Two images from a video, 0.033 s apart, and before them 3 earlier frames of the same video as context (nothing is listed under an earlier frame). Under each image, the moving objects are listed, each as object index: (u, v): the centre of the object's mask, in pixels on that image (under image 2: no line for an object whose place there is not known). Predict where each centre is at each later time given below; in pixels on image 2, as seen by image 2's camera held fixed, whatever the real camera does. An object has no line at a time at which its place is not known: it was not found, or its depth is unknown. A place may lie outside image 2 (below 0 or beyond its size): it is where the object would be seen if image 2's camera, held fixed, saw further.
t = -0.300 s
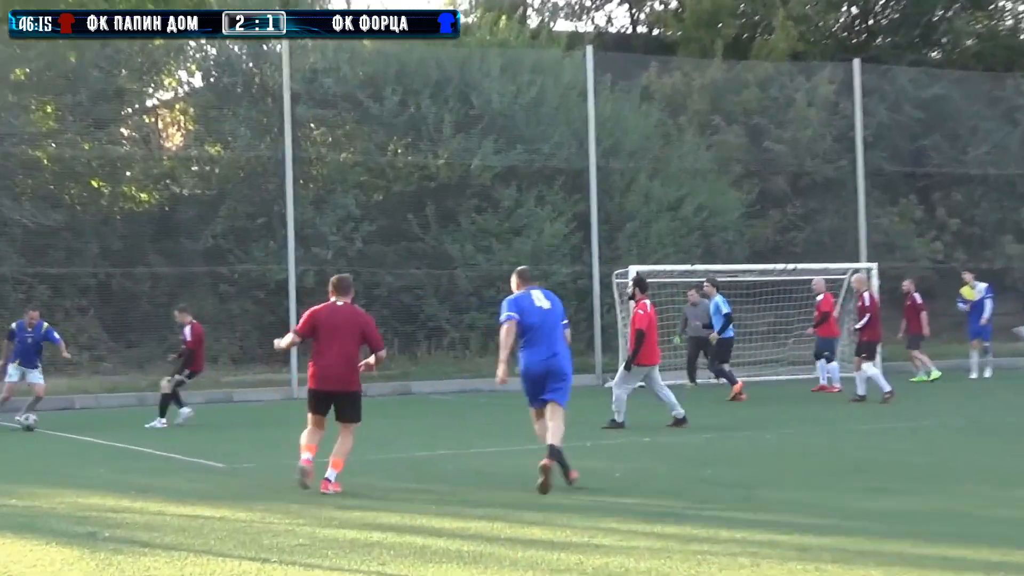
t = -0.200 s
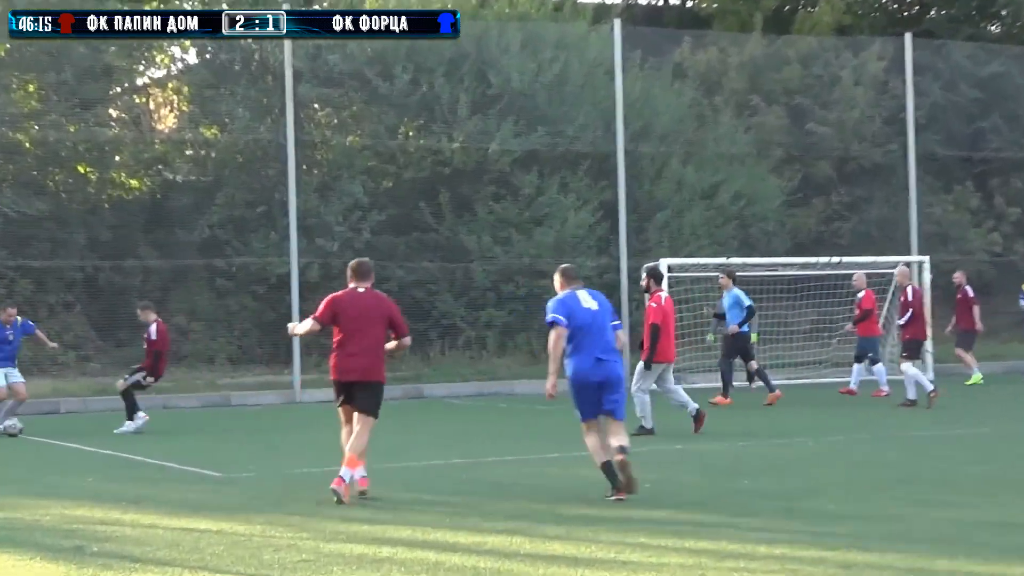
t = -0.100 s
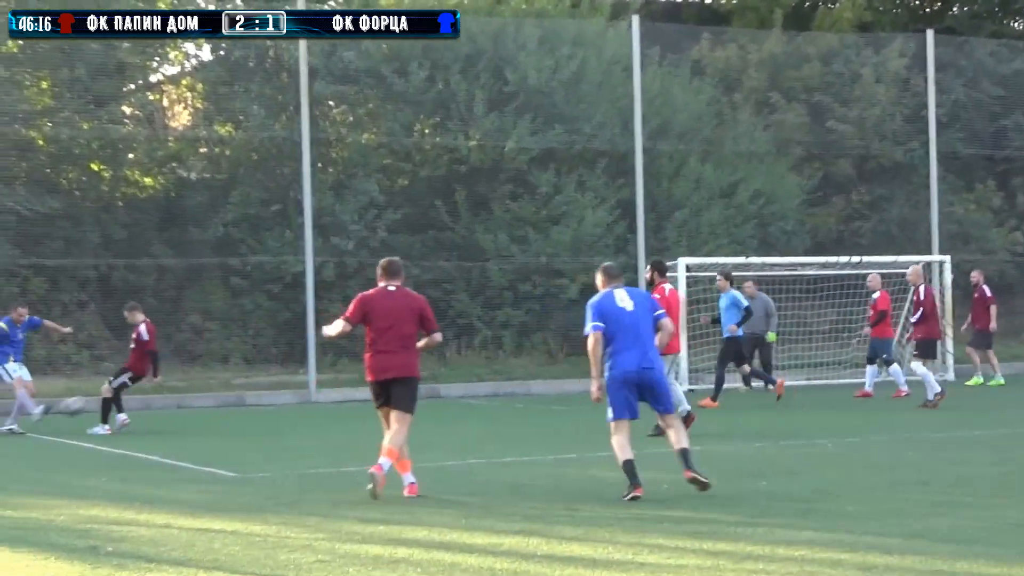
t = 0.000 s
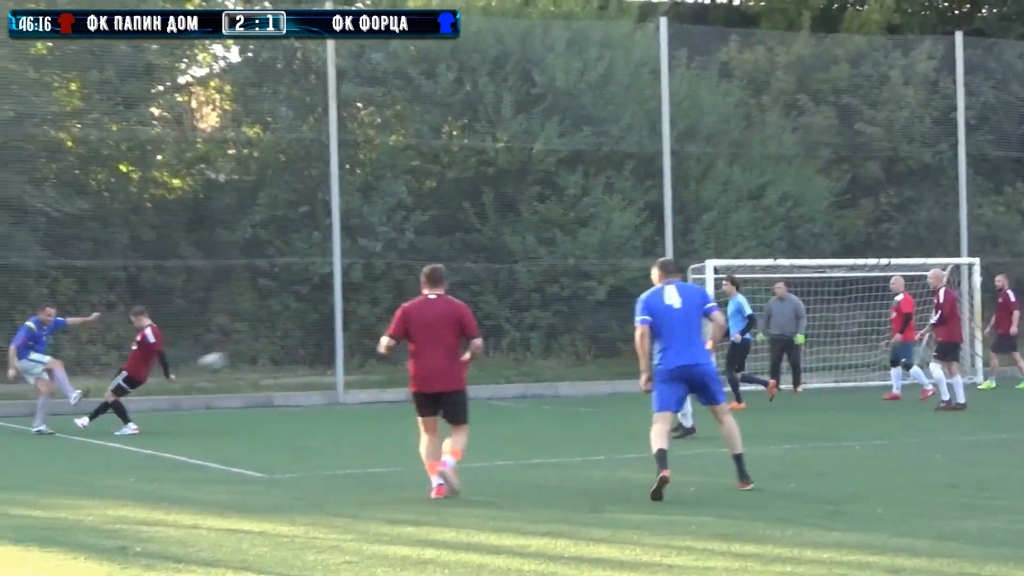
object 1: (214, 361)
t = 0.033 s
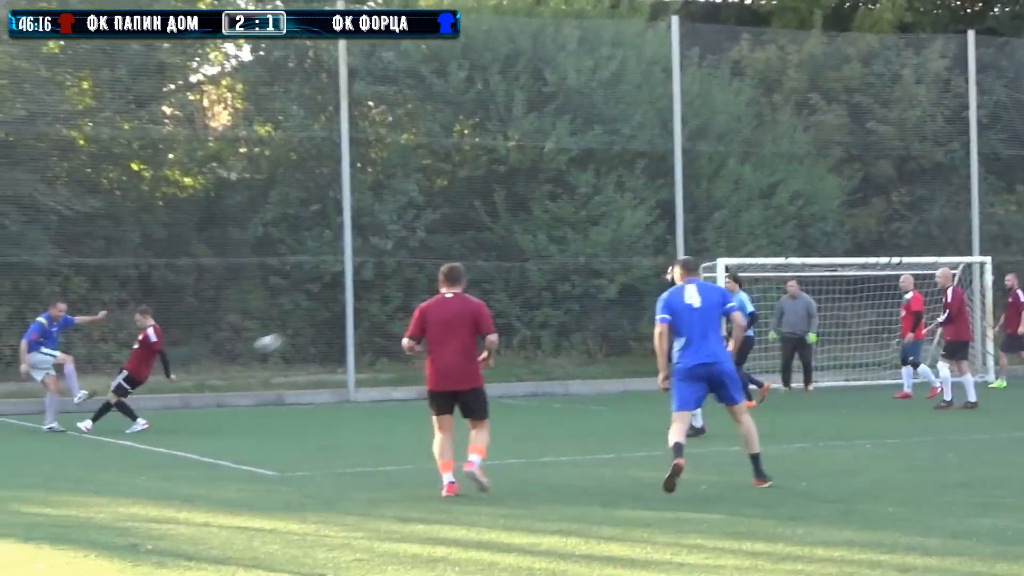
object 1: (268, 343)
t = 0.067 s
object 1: (293, 336)
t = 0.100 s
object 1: (338, 322)
